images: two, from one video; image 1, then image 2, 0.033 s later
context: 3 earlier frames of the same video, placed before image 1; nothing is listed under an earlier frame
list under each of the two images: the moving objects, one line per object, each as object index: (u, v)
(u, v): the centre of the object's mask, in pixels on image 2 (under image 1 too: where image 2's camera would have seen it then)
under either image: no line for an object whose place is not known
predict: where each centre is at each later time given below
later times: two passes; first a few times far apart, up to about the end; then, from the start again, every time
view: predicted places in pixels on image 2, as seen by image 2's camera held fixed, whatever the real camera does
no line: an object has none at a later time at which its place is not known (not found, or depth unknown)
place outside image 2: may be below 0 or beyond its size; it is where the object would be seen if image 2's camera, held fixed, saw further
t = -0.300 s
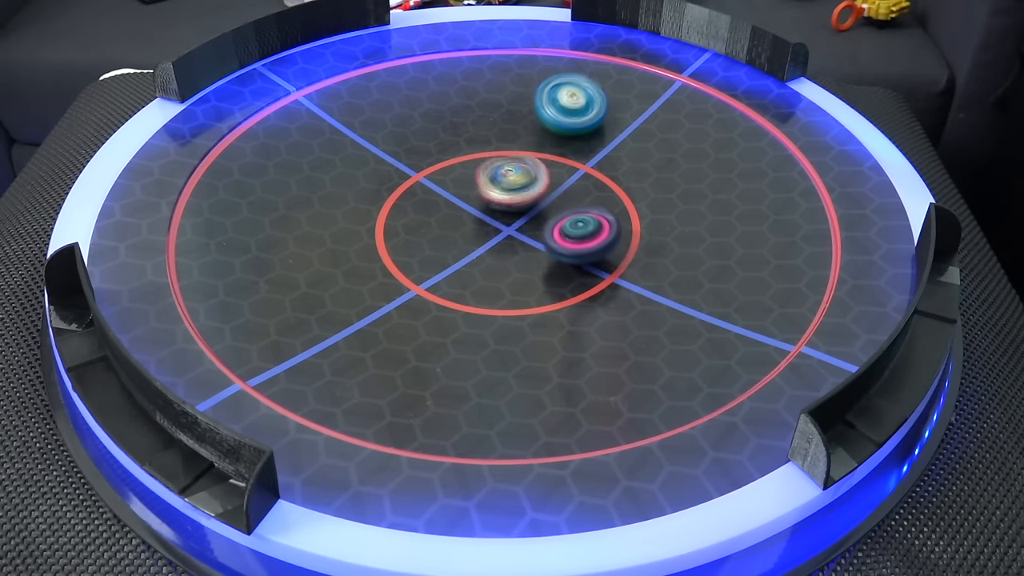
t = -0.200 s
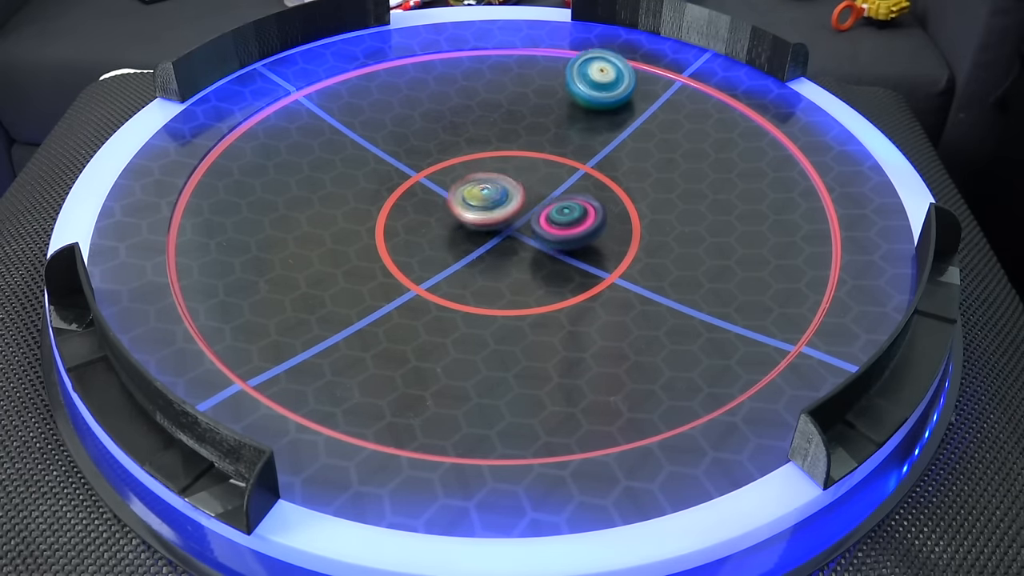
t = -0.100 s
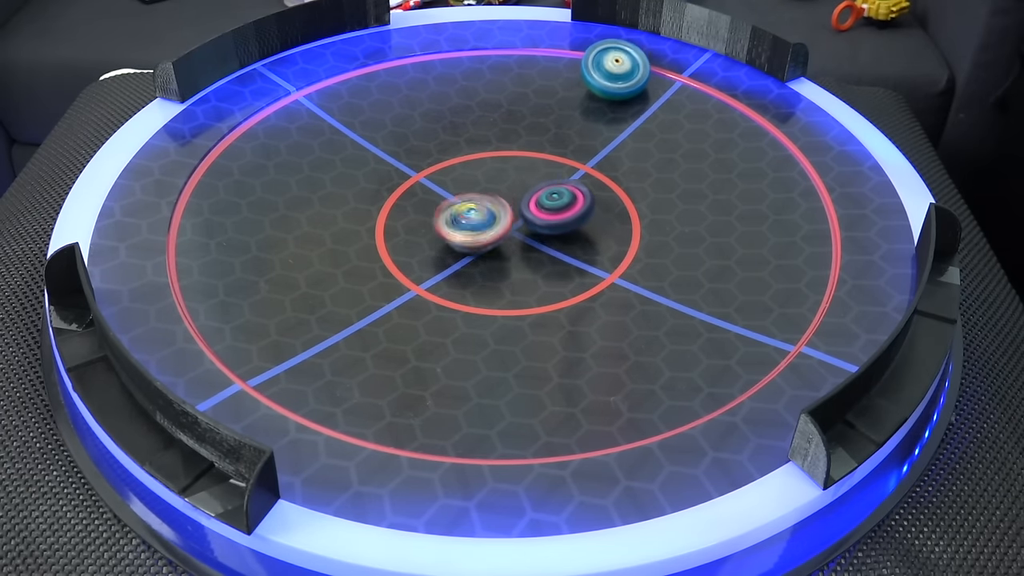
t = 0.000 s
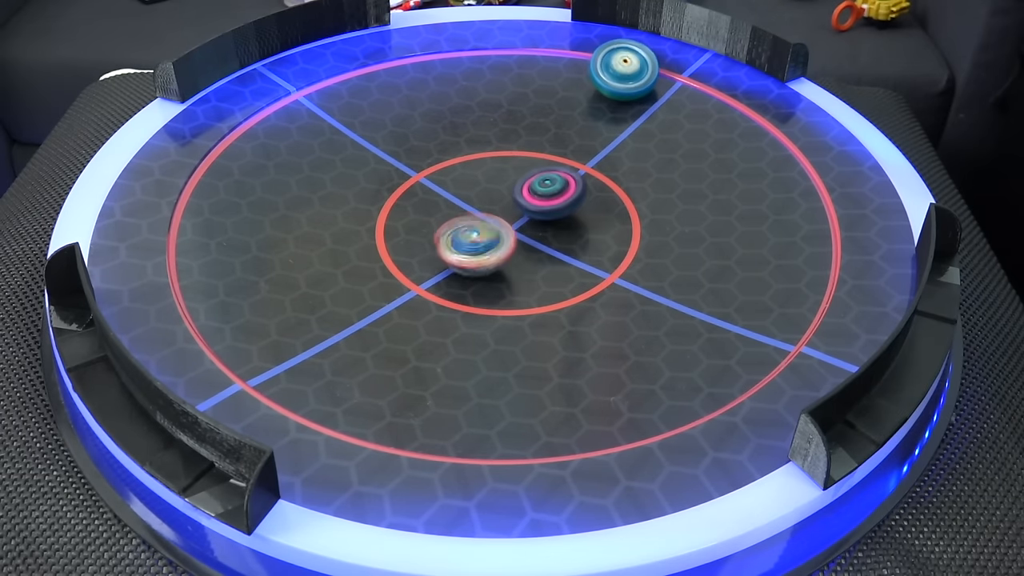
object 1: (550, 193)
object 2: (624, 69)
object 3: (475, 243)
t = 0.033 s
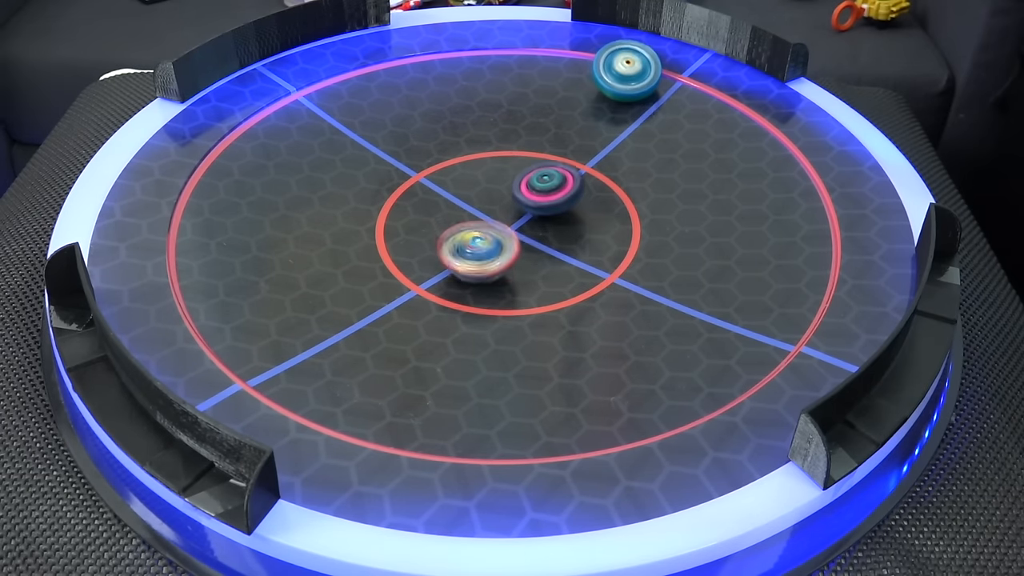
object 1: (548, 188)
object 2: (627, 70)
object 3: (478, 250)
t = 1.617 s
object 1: (447, 132)
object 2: (593, 251)
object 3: (453, 246)
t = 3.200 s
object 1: (714, 138)
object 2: (435, 239)
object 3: (608, 349)
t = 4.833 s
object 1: (605, 138)
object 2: (532, 114)
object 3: (352, 234)
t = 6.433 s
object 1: (368, 331)
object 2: (535, 187)
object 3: (619, 221)
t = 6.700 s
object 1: (412, 350)
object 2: (532, 188)
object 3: (583, 229)
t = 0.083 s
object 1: (546, 182)
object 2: (631, 72)
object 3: (487, 258)
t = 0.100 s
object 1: (545, 180)
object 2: (632, 73)
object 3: (491, 261)
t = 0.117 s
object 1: (544, 179)
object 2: (633, 74)
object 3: (495, 264)
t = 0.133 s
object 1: (543, 177)
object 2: (635, 74)
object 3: (500, 266)
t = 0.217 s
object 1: (541, 167)
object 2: (642, 80)
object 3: (522, 272)
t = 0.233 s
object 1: (541, 166)
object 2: (643, 81)
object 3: (527, 273)
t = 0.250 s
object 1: (540, 164)
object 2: (644, 82)
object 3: (532, 273)
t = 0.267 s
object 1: (540, 163)
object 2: (646, 83)
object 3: (538, 272)
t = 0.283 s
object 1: (539, 161)
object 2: (647, 84)
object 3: (543, 272)
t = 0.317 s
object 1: (538, 158)
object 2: (650, 88)
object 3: (553, 270)
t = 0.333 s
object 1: (538, 156)
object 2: (651, 89)
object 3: (557, 269)
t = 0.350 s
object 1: (537, 155)
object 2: (652, 91)
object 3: (560, 267)
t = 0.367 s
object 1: (537, 153)
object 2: (654, 92)
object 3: (564, 265)
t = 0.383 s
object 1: (536, 152)
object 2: (655, 94)
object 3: (567, 263)
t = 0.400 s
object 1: (536, 151)
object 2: (656, 96)
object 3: (571, 260)
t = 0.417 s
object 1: (535, 149)
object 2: (657, 97)
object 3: (574, 257)
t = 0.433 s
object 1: (534, 148)
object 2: (657, 99)
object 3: (575, 255)
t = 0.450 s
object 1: (534, 147)
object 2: (659, 101)
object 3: (578, 252)
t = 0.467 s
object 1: (533, 146)
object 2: (659, 103)
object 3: (579, 249)
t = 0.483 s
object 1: (533, 144)
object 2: (660, 105)
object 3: (579, 245)
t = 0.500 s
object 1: (532, 143)
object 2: (661, 107)
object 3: (580, 242)
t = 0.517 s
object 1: (531, 142)
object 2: (662, 108)
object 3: (580, 239)
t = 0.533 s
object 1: (530, 141)
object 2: (663, 111)
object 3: (579, 236)
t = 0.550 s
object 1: (530, 140)
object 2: (663, 113)
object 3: (578, 232)
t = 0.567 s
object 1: (529, 139)
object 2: (664, 115)
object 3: (577, 229)
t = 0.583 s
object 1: (528, 138)
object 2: (665, 117)
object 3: (575, 226)
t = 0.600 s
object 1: (527, 137)
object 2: (665, 119)
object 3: (573, 223)
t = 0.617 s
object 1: (526, 136)
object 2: (666, 121)
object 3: (570, 220)
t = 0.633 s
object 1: (525, 135)
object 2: (666, 123)
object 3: (567, 217)
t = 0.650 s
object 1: (525, 134)
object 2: (666, 126)
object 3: (563, 214)
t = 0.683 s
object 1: (522, 132)
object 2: (667, 130)
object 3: (555, 208)
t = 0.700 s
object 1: (521, 131)
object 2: (667, 133)
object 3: (550, 206)
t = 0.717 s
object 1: (520, 130)
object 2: (667, 135)
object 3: (545, 204)
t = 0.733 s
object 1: (519, 130)
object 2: (667, 137)
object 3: (541, 201)
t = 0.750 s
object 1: (517, 129)
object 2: (667, 140)
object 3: (535, 199)
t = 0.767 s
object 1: (516, 129)
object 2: (666, 142)
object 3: (530, 198)
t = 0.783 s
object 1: (515, 128)
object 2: (666, 145)
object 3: (525, 196)
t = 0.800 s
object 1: (513, 127)
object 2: (665, 147)
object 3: (519, 195)
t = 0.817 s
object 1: (512, 126)
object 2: (664, 150)
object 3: (514, 194)
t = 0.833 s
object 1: (510, 125)
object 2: (663, 153)
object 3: (508, 193)
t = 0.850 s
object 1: (509, 124)
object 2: (663, 155)
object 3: (503, 192)
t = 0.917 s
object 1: (503, 123)
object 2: (658, 166)
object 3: (479, 192)
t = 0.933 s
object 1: (502, 122)
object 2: (657, 169)
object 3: (473, 192)
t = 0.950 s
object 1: (500, 122)
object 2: (656, 172)
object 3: (468, 193)
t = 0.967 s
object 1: (499, 122)
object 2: (654, 174)
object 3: (463, 193)
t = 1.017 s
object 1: (494, 120)
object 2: (650, 183)
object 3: (449, 197)
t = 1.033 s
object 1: (493, 120)
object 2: (648, 185)
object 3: (445, 200)
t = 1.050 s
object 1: (491, 120)
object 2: (646, 187)
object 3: (441, 201)
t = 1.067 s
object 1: (490, 119)
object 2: (645, 190)
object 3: (438, 203)
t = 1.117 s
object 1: (486, 119)
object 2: (639, 197)
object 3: (429, 211)
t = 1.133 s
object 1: (484, 119)
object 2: (637, 200)
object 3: (426, 213)
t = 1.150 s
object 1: (483, 119)
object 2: (634, 202)
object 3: (424, 215)
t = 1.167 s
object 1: (482, 119)
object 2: (633, 204)
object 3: (423, 218)
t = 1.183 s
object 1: (480, 119)
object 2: (630, 206)
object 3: (422, 221)
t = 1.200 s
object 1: (479, 118)
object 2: (627, 209)
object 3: (422, 223)
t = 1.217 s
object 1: (477, 119)
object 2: (624, 211)
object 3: (422, 226)
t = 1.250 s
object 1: (475, 119)
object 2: (619, 216)
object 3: (423, 232)
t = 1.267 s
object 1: (473, 118)
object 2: (615, 218)
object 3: (424, 235)
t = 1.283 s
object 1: (472, 119)
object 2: (613, 220)
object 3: (426, 237)
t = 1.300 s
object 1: (471, 119)
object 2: (610, 222)
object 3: (429, 239)
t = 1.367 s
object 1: (465, 120)
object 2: (596, 230)
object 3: (444, 248)
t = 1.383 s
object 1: (464, 121)
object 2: (593, 231)
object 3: (449, 249)
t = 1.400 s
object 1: (463, 121)
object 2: (590, 233)
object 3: (453, 251)
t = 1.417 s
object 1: (461, 122)
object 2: (587, 234)
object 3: (458, 252)
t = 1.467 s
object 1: (457, 124)
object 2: (575, 239)
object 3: (475, 253)
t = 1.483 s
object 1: (456, 125)
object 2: (571, 240)
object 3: (481, 253)
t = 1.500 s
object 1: (455, 125)
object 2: (569, 241)
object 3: (487, 253)
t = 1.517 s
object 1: (453, 126)
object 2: (571, 240)
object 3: (482, 252)
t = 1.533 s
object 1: (452, 127)
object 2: (577, 240)
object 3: (479, 251)
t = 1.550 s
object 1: (451, 128)
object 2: (581, 243)
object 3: (472, 250)
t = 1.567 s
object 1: (450, 129)
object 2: (586, 246)
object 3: (468, 249)
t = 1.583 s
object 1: (449, 130)
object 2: (589, 246)
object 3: (463, 248)
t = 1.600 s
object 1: (448, 131)
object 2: (592, 249)
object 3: (458, 246)
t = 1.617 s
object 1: (447, 132)
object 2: (593, 251)
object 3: (453, 246)
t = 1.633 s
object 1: (446, 133)
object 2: (595, 252)
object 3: (449, 245)
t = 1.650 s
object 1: (444, 134)
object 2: (595, 254)
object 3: (445, 244)
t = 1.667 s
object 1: (444, 136)
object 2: (595, 256)
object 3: (440, 244)
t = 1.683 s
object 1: (443, 137)
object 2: (594, 257)
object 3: (436, 243)
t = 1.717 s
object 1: (442, 140)
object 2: (592, 260)
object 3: (427, 243)
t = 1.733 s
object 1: (441, 141)
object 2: (591, 262)
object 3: (424, 243)
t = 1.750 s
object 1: (441, 143)
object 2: (589, 262)
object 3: (421, 243)
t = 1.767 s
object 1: (440, 144)
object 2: (587, 264)
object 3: (417, 243)
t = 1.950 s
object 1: (439, 163)
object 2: (568, 275)
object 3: (385, 244)
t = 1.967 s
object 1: (439, 166)
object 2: (566, 276)
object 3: (384, 245)
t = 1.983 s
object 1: (440, 168)
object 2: (564, 277)
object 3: (383, 245)
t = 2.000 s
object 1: (440, 170)
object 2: (562, 278)
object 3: (383, 245)
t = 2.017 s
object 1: (440, 172)
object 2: (559, 278)
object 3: (383, 245)
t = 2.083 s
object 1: (442, 180)
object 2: (551, 281)
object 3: (385, 245)
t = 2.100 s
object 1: (442, 182)
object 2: (548, 282)
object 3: (386, 245)
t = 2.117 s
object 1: (443, 184)
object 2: (546, 282)
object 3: (387, 245)
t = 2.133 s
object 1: (443, 186)
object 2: (544, 283)
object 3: (388, 245)
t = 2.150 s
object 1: (443, 188)
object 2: (541, 283)
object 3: (390, 245)
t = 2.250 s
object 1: (446, 199)
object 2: (528, 285)
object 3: (406, 243)
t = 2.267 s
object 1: (445, 200)
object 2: (525, 285)
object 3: (408, 245)
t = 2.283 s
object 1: (454, 191)
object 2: (522, 285)
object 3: (399, 256)
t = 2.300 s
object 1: (465, 181)
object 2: (520, 286)
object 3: (391, 272)
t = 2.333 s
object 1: (484, 160)
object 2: (515, 285)
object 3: (373, 298)
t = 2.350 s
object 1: (493, 151)
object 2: (513, 285)
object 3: (366, 311)
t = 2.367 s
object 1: (503, 143)
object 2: (510, 286)
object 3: (361, 320)
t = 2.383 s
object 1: (512, 135)
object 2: (508, 285)
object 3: (354, 333)
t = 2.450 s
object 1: (545, 113)
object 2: (498, 284)
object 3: (339, 367)
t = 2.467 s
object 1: (552, 109)
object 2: (496, 284)
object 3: (337, 374)
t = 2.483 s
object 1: (558, 106)
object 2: (494, 284)
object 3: (335, 380)
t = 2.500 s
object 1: (565, 103)
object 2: (491, 283)
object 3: (335, 385)
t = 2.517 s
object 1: (571, 101)
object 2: (489, 283)
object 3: (333, 390)
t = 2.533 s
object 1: (578, 100)
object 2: (487, 283)
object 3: (333, 396)
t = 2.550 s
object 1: (584, 99)
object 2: (485, 282)
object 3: (335, 401)
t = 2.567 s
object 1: (589, 98)
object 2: (483, 281)
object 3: (340, 403)
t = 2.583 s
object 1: (595, 98)
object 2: (480, 281)
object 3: (346, 404)
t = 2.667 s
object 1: (619, 99)
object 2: (471, 277)
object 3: (385, 415)
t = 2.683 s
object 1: (623, 99)
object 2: (469, 277)
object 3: (391, 417)
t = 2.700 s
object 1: (627, 100)
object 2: (467, 275)
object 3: (399, 418)
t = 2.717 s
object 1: (632, 100)
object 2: (465, 274)
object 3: (409, 419)
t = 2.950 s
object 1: (683, 112)
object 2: (444, 259)
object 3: (518, 407)
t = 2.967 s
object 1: (686, 114)
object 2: (444, 258)
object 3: (526, 403)
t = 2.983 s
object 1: (688, 114)
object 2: (442, 257)
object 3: (533, 400)
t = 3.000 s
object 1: (691, 116)
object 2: (442, 256)
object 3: (540, 398)
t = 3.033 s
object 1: (696, 119)
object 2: (440, 253)
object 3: (552, 390)
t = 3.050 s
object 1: (699, 121)
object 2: (439, 252)
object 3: (559, 386)
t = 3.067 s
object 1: (700, 122)
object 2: (438, 251)
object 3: (566, 382)
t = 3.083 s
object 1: (702, 124)
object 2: (438, 249)
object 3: (571, 378)
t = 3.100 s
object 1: (704, 125)
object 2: (437, 248)
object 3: (577, 375)
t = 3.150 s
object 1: (710, 131)
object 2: (436, 244)
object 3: (593, 362)
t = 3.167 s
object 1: (712, 132)
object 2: (435, 242)
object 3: (598, 357)
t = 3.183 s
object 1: (713, 135)
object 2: (435, 241)
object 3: (602, 353)
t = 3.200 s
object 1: (714, 138)
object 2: (435, 239)
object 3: (608, 349)
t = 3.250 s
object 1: (717, 143)
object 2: (434, 235)
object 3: (622, 335)
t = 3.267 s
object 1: (718, 144)
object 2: (434, 234)
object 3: (626, 330)
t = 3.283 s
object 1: (719, 146)
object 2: (433, 232)
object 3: (630, 327)
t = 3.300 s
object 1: (719, 148)
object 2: (434, 231)
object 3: (635, 323)
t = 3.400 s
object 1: (720, 161)
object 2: (433, 223)
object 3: (658, 294)
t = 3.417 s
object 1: (720, 163)
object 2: (433, 222)
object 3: (661, 289)
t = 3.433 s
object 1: (720, 165)
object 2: (433, 220)
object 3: (663, 285)
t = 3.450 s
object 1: (719, 167)
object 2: (434, 219)
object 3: (666, 280)
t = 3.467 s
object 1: (719, 170)
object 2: (434, 217)
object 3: (669, 275)
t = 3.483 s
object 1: (718, 172)
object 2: (434, 216)
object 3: (670, 270)
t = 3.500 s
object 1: (717, 174)
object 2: (435, 215)
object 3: (672, 265)
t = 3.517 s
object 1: (717, 176)
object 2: (435, 213)
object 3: (674, 261)
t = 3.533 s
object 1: (716, 179)
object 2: (435, 211)
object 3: (675, 256)
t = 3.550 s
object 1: (715, 181)
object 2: (435, 210)
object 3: (676, 251)
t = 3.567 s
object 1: (714, 184)
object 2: (435, 208)
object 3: (677, 246)
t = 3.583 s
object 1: (713, 185)
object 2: (436, 207)
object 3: (677, 242)
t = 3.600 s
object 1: (711, 187)
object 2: (436, 206)
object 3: (677, 236)
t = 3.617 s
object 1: (710, 188)
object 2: (436, 204)
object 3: (675, 234)
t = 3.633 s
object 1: (714, 177)
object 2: (436, 203)
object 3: (670, 240)
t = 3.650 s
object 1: (717, 168)
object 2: (437, 202)
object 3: (662, 246)
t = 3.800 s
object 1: (726, 116)
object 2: (439, 191)
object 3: (593, 278)
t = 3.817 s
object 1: (726, 113)
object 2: (439, 189)
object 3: (586, 278)
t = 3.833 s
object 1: (726, 111)
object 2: (439, 188)
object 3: (580, 277)
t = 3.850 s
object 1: (727, 109)
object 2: (440, 187)
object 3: (575, 276)
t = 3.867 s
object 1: (728, 108)
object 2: (440, 186)
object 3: (570, 275)
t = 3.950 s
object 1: (731, 103)
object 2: (442, 182)
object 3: (548, 268)
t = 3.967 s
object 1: (732, 102)
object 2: (442, 181)
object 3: (542, 266)
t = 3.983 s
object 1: (732, 101)
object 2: (443, 181)
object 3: (539, 264)
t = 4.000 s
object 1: (732, 101)
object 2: (443, 180)
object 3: (534, 262)
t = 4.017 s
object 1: (731, 101)
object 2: (443, 179)
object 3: (529, 260)
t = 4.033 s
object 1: (731, 100)
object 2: (444, 178)
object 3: (524, 258)
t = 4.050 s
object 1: (731, 100)
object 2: (444, 178)
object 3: (519, 257)
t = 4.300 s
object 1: (713, 103)
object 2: (457, 169)
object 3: (454, 223)
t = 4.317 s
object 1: (711, 104)
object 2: (458, 168)
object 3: (451, 221)
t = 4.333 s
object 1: (709, 104)
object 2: (460, 168)
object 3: (446, 218)
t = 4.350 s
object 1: (706, 105)
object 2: (462, 165)
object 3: (440, 218)
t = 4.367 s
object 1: (704, 106)
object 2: (467, 162)
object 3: (433, 219)
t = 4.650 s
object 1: (649, 124)
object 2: (533, 126)
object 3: (363, 225)
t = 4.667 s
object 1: (645, 125)
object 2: (534, 124)
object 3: (361, 225)
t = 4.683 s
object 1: (642, 125)
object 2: (536, 122)
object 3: (359, 226)
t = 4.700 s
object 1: (637, 127)
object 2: (537, 121)
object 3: (357, 227)
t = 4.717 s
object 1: (633, 128)
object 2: (537, 120)
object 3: (355, 228)
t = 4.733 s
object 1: (630, 129)
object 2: (537, 119)
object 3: (354, 229)
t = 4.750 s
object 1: (626, 130)
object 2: (537, 118)
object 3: (352, 229)
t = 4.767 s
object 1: (622, 132)
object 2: (536, 117)
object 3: (352, 230)
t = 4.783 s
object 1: (617, 133)
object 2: (535, 116)
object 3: (351, 231)
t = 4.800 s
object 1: (614, 135)
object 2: (535, 116)
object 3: (351, 232)
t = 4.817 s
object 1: (610, 136)
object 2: (534, 115)
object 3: (351, 233)
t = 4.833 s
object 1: (605, 138)
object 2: (532, 114)
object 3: (352, 234)
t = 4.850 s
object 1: (600, 140)
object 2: (531, 114)
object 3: (353, 234)
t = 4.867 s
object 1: (596, 141)
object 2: (530, 113)
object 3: (355, 236)
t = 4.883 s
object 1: (591, 143)
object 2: (530, 113)
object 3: (357, 236)
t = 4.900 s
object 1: (587, 145)
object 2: (528, 113)
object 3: (359, 237)
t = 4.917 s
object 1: (583, 147)
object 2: (527, 112)
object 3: (362, 237)
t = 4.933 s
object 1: (578, 148)
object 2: (526, 112)
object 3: (364, 238)
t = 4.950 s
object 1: (574, 150)
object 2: (525, 112)
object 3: (368, 238)
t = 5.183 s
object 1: (516, 182)
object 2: (505, 115)
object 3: (427, 238)
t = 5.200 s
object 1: (512, 184)
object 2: (503, 116)
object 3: (432, 237)
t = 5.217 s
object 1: (507, 187)
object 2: (501, 118)
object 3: (436, 236)
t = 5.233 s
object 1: (504, 189)
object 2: (499, 119)
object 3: (441, 235)
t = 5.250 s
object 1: (499, 190)
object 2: (497, 121)
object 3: (446, 235)
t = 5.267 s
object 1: (497, 191)
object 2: (495, 124)
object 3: (452, 235)
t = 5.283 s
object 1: (493, 192)
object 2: (494, 126)
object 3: (457, 235)
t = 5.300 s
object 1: (490, 191)
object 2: (493, 129)
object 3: (458, 238)
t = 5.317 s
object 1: (486, 191)
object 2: (493, 132)
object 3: (461, 240)
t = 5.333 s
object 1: (483, 191)
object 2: (493, 135)
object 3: (469, 242)
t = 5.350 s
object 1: (480, 190)
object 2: (495, 138)
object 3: (471, 245)
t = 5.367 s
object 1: (475, 192)
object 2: (496, 142)
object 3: (473, 247)
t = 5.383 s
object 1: (472, 192)
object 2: (499, 146)
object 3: (477, 248)
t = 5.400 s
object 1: (470, 193)
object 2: (502, 150)
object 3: (483, 250)
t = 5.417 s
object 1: (465, 195)
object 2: (505, 156)
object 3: (485, 252)
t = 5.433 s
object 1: (462, 197)
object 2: (508, 160)
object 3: (489, 253)
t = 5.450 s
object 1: (460, 200)
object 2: (510, 163)
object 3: (495, 254)
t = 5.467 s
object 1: (457, 204)
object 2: (512, 166)
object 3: (500, 256)
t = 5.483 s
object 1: (453, 208)
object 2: (514, 170)
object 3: (504, 257)
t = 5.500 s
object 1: (449, 210)
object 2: (516, 172)
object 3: (508, 258)
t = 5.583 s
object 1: (428, 221)
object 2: (527, 182)
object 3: (532, 261)
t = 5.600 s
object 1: (425, 223)
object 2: (530, 185)
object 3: (536, 261)
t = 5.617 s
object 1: (421, 225)
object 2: (532, 187)
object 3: (543, 261)
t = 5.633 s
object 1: (417, 227)
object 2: (535, 189)
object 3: (547, 261)
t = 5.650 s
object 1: (413, 228)
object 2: (538, 191)
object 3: (552, 262)
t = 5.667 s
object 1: (409, 230)
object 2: (541, 192)
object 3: (555, 261)
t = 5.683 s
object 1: (407, 232)
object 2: (544, 193)
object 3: (560, 260)
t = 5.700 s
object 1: (403, 233)
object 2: (546, 193)
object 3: (563, 260)
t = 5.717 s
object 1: (399, 235)
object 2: (549, 194)
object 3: (569, 260)
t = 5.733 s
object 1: (396, 237)
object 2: (551, 194)
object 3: (573, 259)
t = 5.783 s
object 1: (387, 243)
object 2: (554, 193)
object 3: (583, 256)
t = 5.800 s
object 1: (384, 246)
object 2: (555, 193)
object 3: (587, 254)
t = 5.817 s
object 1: (381, 248)
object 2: (555, 192)
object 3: (590, 253)
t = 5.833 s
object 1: (378, 250)
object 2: (555, 192)
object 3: (593, 251)
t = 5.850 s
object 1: (376, 252)
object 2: (555, 192)
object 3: (595, 250)
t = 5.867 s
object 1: (374, 255)
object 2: (556, 192)
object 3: (598, 248)
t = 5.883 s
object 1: (372, 257)
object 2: (555, 191)
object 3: (599, 247)
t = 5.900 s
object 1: (370, 259)
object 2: (556, 192)
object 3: (603, 244)
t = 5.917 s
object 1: (368, 262)
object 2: (555, 191)
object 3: (604, 243)
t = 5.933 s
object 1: (366, 264)
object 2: (555, 191)
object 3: (606, 241)
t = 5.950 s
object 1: (364, 267)
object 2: (554, 190)
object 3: (606, 239)
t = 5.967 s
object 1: (362, 269)
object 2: (555, 190)
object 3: (607, 237)
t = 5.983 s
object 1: (361, 272)
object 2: (554, 190)
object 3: (607, 235)
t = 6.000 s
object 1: (360, 274)
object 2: (554, 190)
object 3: (608, 233)
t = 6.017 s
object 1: (358, 277)
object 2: (553, 190)
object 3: (608, 231)
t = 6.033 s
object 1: (356, 279)
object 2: (553, 190)
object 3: (609, 229)
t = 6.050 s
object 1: (355, 282)
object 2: (553, 190)
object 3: (607, 227)
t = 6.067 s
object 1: (355, 285)
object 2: (552, 190)
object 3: (607, 225)
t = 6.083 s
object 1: (354, 287)
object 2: (551, 190)
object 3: (605, 222)
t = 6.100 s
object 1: (353, 289)
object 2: (550, 190)
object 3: (607, 223)
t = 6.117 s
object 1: (354, 292)
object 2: (548, 190)
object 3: (605, 221)
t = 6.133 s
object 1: (353, 294)
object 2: (547, 190)
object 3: (606, 221)
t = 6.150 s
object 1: (352, 296)
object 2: (546, 191)
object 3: (605, 220)
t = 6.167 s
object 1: (352, 298)
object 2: (545, 191)
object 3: (606, 220)
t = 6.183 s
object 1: (352, 301)
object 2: (543, 192)
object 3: (608, 220)
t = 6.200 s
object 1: (352, 303)
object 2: (543, 192)
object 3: (609, 220)
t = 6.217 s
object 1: (353, 305)
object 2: (541, 192)
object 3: (611, 221)
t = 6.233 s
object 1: (353, 308)
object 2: (540, 193)
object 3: (613, 220)
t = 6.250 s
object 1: (354, 310)
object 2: (539, 192)
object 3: (615, 222)
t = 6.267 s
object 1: (354, 312)
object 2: (537, 192)
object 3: (616, 222)
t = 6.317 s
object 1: (357, 318)
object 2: (535, 190)
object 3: (619, 222)
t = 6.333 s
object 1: (358, 320)
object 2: (534, 189)
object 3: (620, 222)
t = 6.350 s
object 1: (359, 322)
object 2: (534, 189)
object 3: (620, 221)
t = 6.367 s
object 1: (361, 324)
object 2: (534, 188)
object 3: (621, 222)
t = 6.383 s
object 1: (362, 326)
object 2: (534, 188)
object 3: (621, 222)
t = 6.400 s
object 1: (364, 328)
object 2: (534, 187)
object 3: (621, 222)
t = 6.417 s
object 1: (366, 329)
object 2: (534, 187)
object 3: (620, 222)
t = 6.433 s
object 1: (368, 331)
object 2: (535, 187)
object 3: (619, 221)
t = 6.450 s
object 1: (370, 333)
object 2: (535, 186)
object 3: (618, 221)
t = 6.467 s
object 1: (372, 334)
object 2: (535, 186)
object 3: (617, 221)
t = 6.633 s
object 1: (399, 347)
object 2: (534, 189)
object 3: (592, 223)
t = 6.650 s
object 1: (402, 348)
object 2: (534, 189)
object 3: (589, 225)
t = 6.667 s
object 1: (405, 349)
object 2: (534, 189)
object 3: (586, 225)
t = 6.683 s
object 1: (409, 350)
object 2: (533, 189)
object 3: (584, 228)
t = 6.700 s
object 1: (412, 350)
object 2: (532, 188)
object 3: (583, 229)
